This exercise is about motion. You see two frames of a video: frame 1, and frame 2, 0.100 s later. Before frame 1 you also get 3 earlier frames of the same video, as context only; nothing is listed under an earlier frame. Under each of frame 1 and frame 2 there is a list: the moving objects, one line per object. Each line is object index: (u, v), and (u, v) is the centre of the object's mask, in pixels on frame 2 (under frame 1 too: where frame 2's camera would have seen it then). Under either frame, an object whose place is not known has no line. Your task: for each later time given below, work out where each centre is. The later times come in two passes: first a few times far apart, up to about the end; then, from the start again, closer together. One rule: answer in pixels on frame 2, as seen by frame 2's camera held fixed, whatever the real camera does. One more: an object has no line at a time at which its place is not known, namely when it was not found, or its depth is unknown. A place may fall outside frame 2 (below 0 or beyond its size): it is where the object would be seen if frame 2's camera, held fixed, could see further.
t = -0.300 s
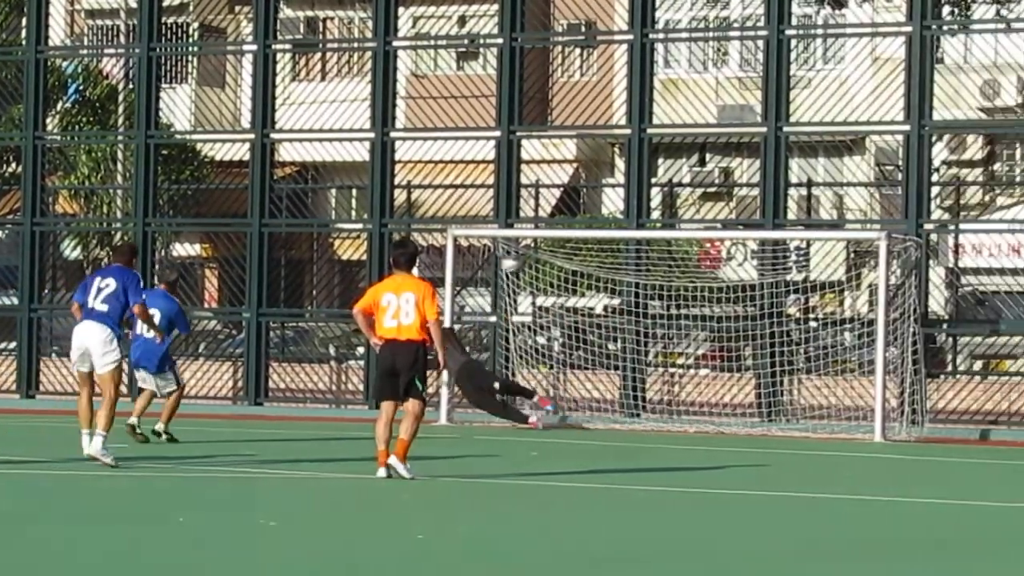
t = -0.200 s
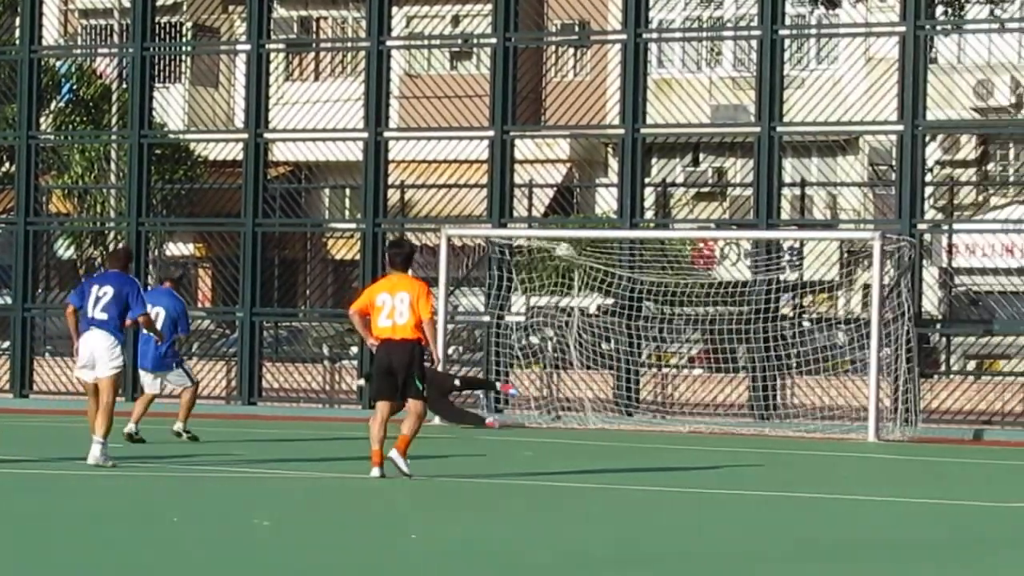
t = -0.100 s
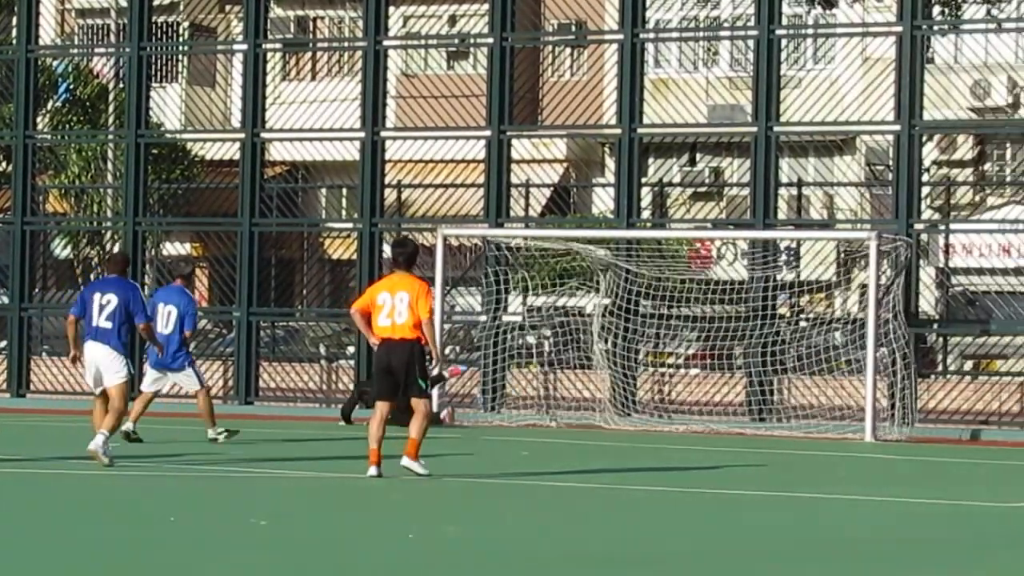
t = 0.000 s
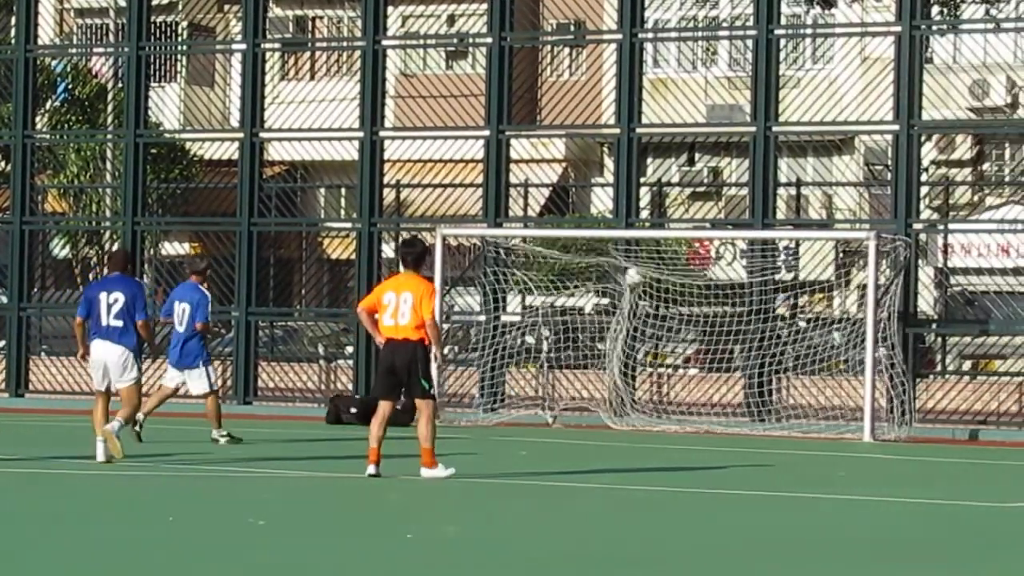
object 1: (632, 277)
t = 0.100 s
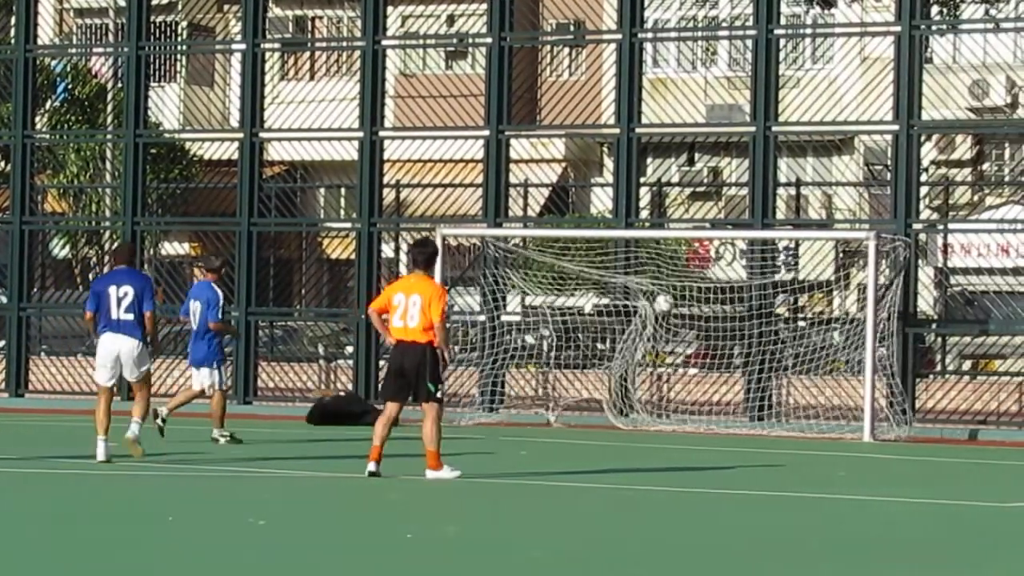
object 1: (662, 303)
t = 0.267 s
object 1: (710, 369)
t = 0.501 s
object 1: (744, 374)
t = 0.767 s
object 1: (751, 316)
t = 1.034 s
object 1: (757, 323)
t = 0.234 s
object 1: (698, 355)
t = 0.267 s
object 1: (710, 369)
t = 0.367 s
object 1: (739, 422)
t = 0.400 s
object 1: (741, 415)
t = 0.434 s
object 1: (741, 401)
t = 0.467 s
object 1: (742, 387)
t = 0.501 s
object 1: (744, 374)
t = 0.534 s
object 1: (745, 364)
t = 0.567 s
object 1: (744, 355)
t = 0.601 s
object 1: (746, 345)
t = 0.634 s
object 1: (748, 337)
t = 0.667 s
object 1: (748, 331)
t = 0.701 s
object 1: (750, 325)
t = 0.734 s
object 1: (750, 319)
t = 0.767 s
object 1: (751, 316)
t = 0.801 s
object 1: (752, 313)
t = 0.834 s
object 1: (753, 312)
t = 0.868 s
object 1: (754, 311)
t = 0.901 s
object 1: (754, 312)
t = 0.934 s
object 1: (756, 313)
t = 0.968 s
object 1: (756, 315)
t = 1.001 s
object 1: (757, 319)
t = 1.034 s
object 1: (757, 323)
